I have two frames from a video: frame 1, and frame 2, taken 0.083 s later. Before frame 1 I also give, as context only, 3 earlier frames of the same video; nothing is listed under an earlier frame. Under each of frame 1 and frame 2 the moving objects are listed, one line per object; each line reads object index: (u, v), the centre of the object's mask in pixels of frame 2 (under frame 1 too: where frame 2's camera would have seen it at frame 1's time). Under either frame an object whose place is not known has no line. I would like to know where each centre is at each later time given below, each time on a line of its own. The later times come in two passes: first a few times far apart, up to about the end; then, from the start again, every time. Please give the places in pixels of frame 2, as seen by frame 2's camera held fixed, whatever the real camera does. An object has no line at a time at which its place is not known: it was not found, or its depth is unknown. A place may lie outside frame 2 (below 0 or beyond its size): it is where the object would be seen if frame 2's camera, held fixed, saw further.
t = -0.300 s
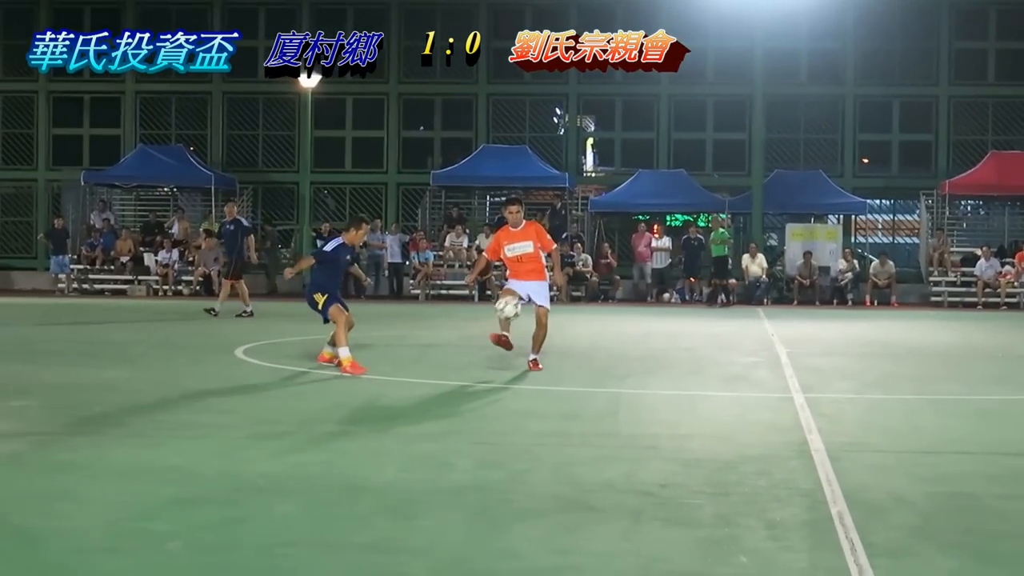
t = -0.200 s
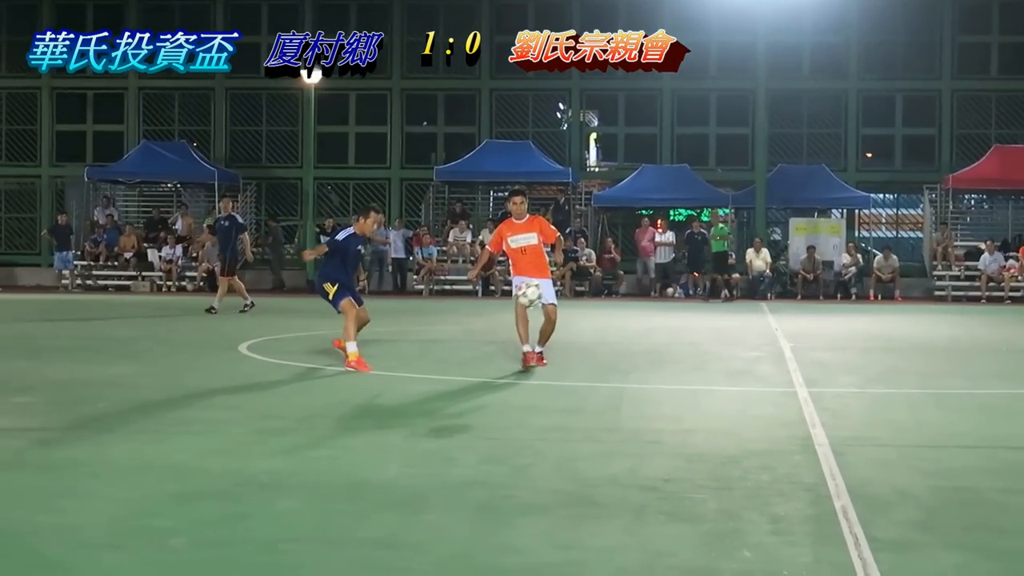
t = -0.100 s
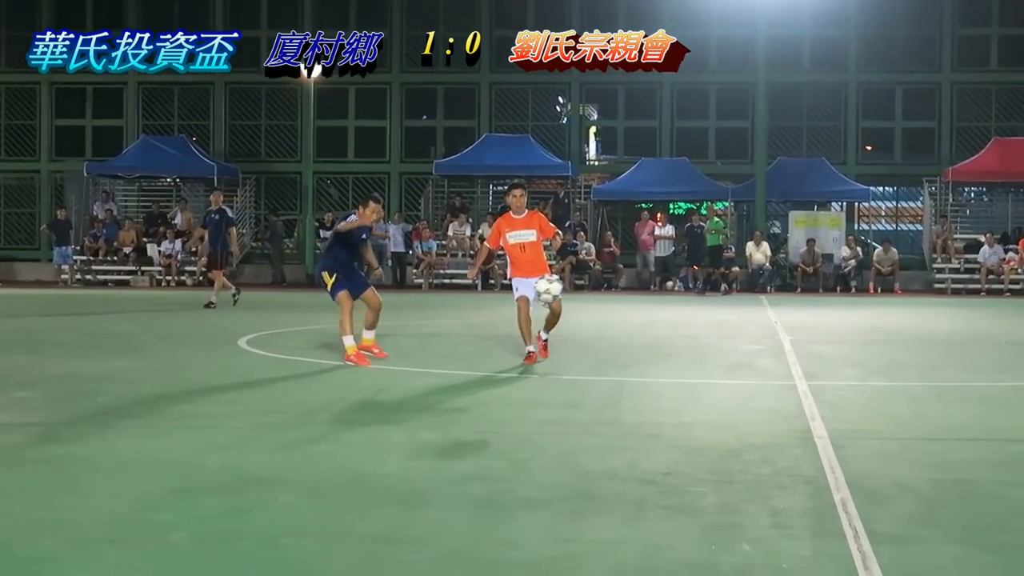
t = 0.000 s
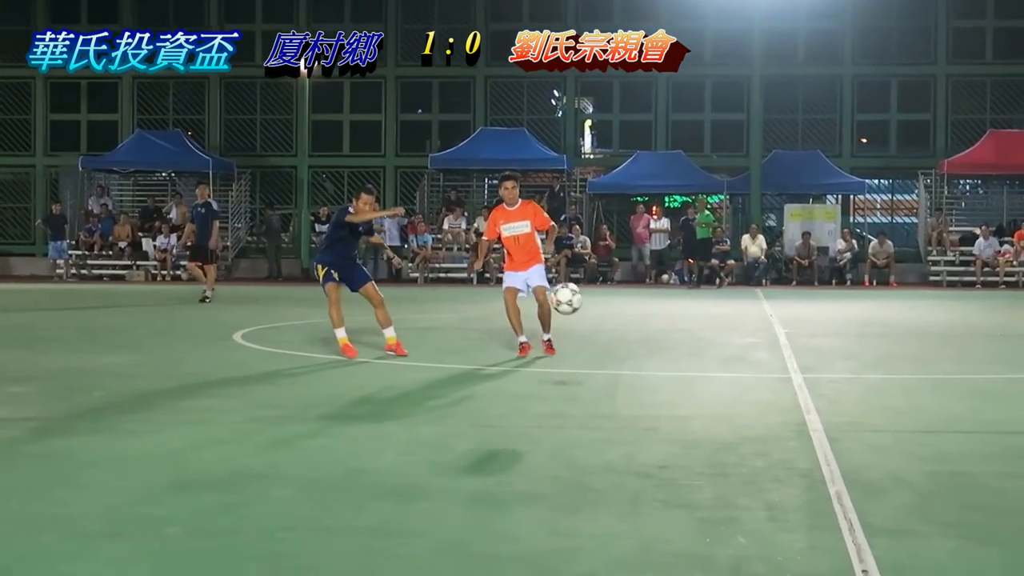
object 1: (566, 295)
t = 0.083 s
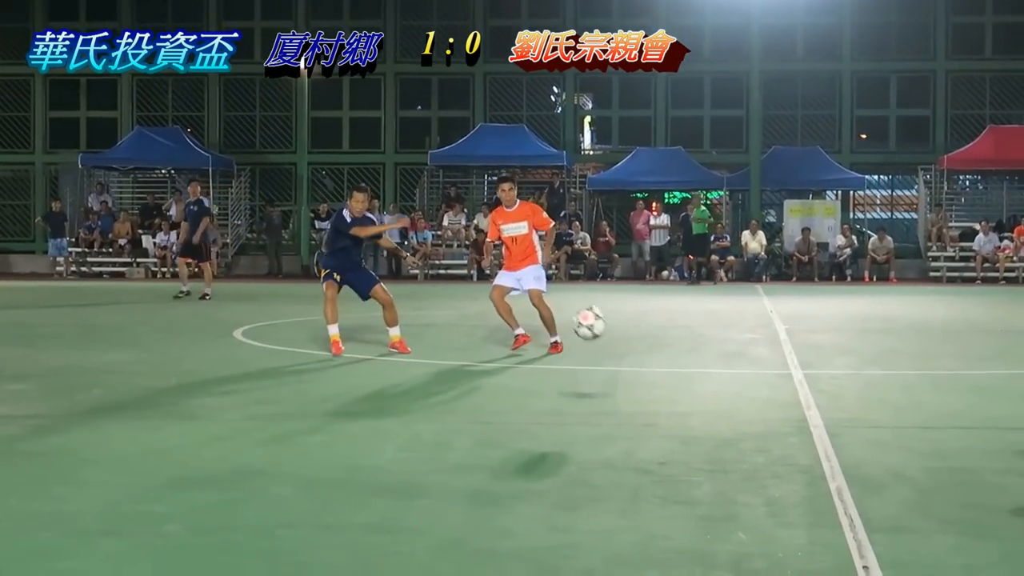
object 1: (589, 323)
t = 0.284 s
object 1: (654, 408)
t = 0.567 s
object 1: (736, 360)
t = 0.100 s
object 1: (595, 331)
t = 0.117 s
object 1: (600, 339)
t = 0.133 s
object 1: (604, 347)
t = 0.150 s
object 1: (610, 358)
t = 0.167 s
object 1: (615, 368)
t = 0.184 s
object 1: (621, 378)
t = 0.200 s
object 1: (627, 390)
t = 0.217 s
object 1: (633, 403)
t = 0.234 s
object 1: (639, 417)
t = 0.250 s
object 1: (646, 421)
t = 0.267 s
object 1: (650, 415)
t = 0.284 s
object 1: (654, 408)
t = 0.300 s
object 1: (659, 402)
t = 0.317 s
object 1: (663, 395)
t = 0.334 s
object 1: (667, 390)
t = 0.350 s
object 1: (671, 385)
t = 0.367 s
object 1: (676, 379)
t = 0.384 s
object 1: (680, 375)
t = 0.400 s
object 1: (685, 373)
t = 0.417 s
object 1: (690, 368)
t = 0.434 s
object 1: (694, 365)
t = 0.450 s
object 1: (699, 362)
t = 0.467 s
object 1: (704, 360)
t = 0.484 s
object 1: (709, 358)
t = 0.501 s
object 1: (714, 359)
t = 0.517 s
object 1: (719, 358)
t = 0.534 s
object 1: (724, 358)
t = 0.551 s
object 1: (730, 359)
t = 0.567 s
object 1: (736, 360)
